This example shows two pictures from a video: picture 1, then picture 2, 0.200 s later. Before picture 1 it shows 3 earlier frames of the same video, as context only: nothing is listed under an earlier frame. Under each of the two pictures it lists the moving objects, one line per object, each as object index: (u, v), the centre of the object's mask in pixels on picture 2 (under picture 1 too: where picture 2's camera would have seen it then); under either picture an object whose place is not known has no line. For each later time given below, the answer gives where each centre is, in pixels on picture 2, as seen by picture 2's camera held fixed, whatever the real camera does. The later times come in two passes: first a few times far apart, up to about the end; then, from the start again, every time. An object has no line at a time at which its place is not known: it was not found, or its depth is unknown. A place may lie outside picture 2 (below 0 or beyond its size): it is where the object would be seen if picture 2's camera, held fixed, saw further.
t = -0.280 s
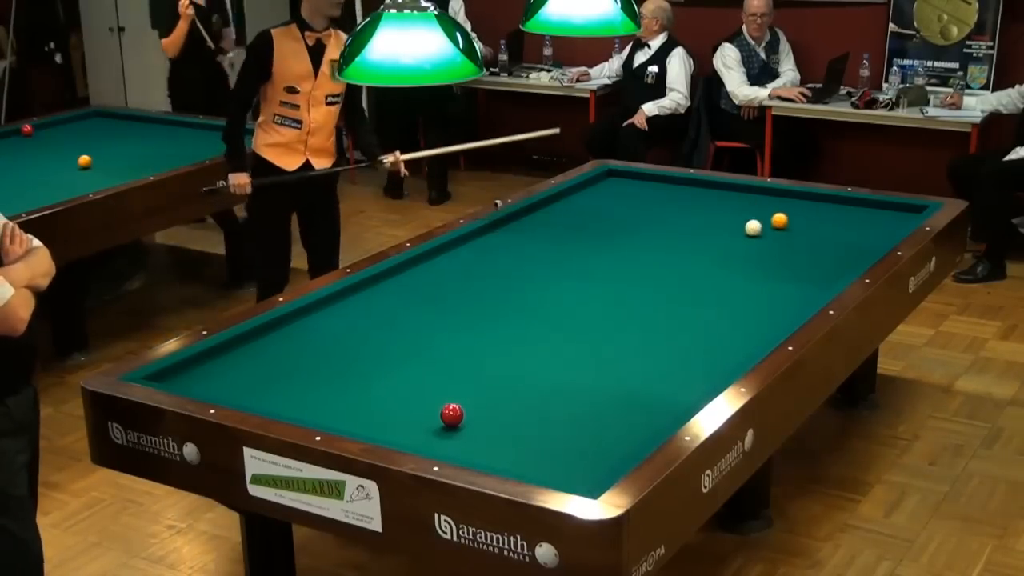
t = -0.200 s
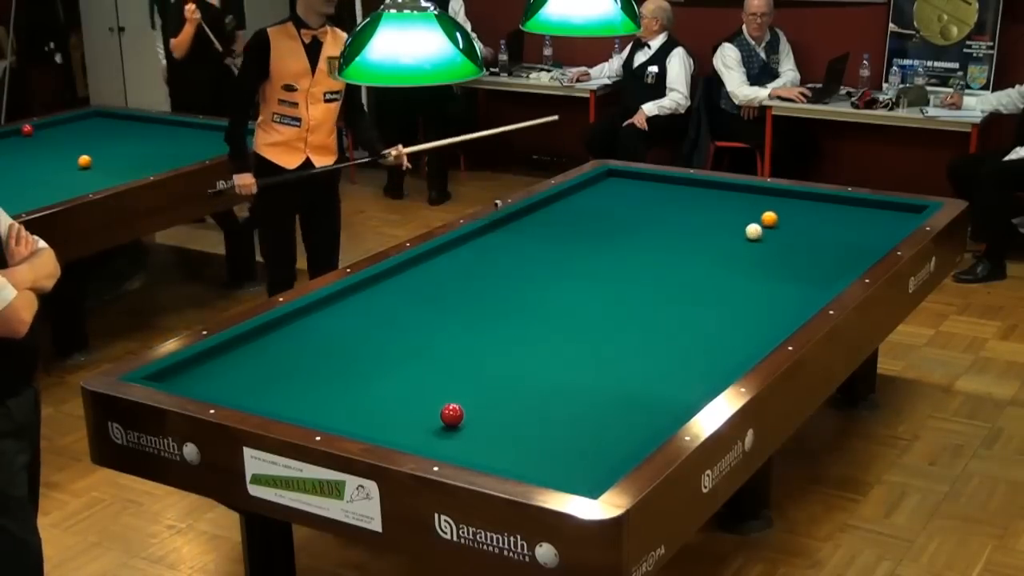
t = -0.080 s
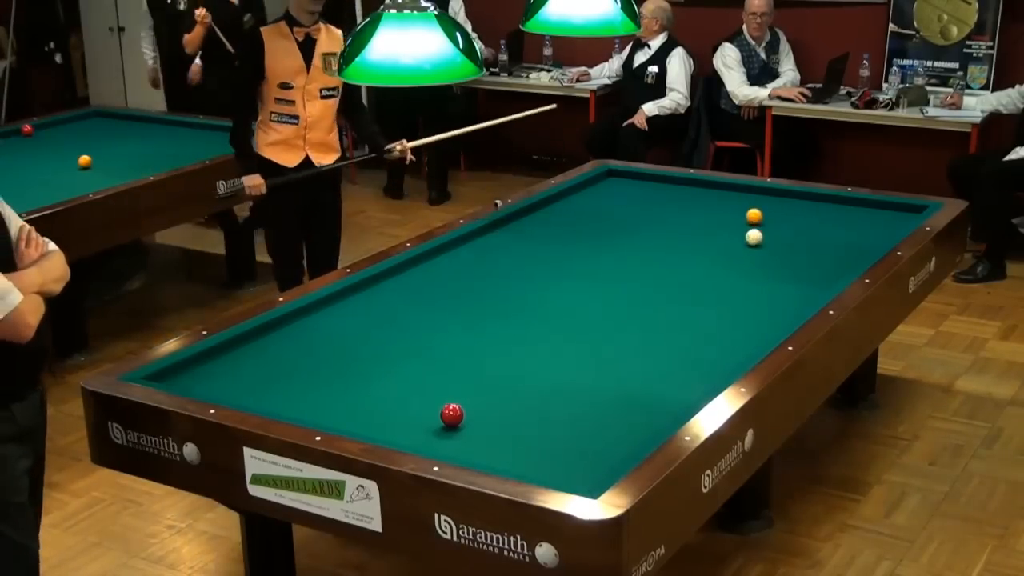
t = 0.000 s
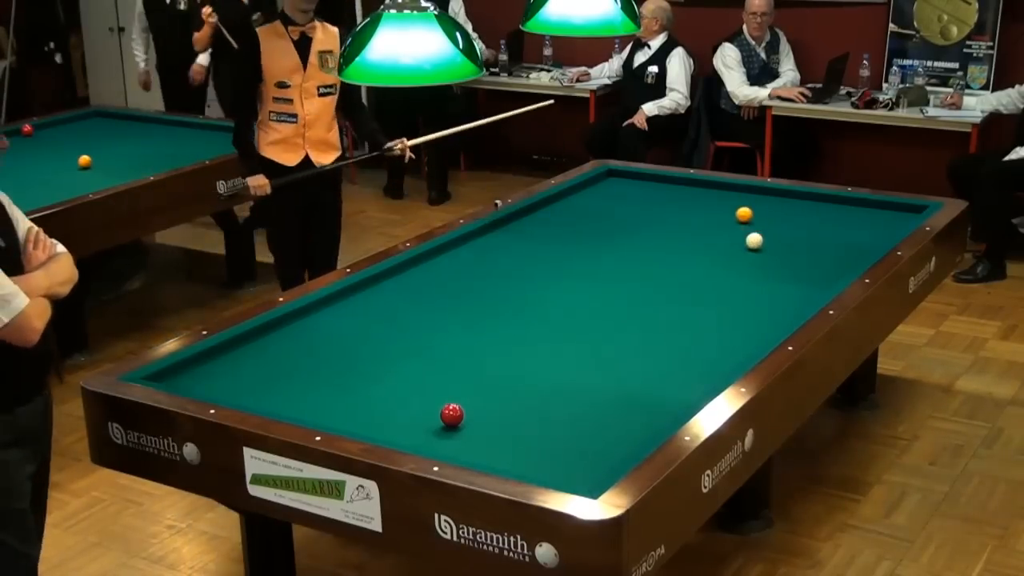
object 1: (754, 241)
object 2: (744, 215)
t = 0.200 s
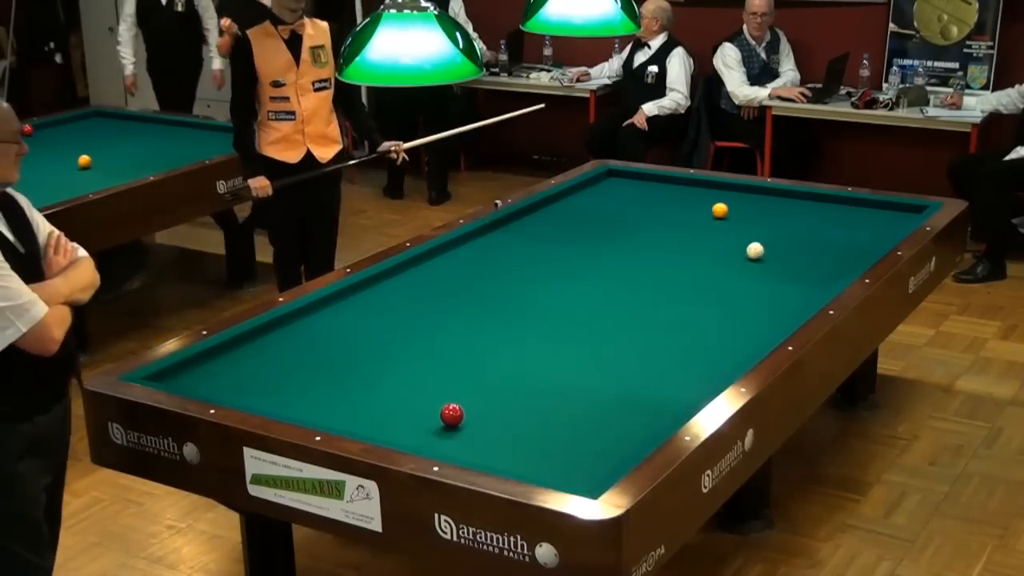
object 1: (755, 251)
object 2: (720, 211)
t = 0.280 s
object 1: (755, 255)
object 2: (711, 209)
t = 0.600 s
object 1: (756, 272)
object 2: (674, 203)
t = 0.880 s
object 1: (758, 287)
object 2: (645, 198)
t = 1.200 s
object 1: (759, 305)
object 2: (613, 192)
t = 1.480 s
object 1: (760, 321)
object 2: (587, 188)
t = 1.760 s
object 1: (760, 337)
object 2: (592, 188)
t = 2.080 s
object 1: (733, 350)
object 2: (610, 189)
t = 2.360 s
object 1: (708, 361)
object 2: (625, 191)
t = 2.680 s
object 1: (679, 373)
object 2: (641, 192)
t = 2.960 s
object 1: (654, 385)
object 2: (654, 193)
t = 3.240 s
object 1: (629, 395)
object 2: (667, 194)
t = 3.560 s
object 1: (601, 408)
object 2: (681, 195)
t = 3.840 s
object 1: (576, 419)
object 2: (692, 196)
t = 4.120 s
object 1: (551, 429)
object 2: (702, 198)
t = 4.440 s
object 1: (524, 441)
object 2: (713, 198)
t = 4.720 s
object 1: (500, 452)
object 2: (722, 199)
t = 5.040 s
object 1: (484, 455)
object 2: (730, 200)
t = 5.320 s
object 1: (488, 450)
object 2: (738, 200)
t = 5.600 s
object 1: (492, 443)
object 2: (744, 201)
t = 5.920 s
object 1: (497, 436)
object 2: (750, 202)
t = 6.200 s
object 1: (500, 431)
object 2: (754, 202)
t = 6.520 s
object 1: (504, 426)
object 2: (758, 202)
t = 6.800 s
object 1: (507, 423)
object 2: (761, 202)
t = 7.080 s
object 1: (509, 419)
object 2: (763, 203)
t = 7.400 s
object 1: (511, 417)
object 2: (764, 203)
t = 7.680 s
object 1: (513, 415)
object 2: (764, 203)
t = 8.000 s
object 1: (514, 413)
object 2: (764, 203)
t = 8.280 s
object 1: (515, 412)
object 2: (764, 203)
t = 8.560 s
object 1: (515, 412)
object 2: (764, 203)
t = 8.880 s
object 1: (515, 412)
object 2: (764, 203)
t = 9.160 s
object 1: (515, 412)
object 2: (764, 203)
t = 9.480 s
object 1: (515, 412)
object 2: (764, 203)
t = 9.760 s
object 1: (515, 412)
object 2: (764, 203)
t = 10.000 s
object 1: (515, 412)
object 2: (764, 203)
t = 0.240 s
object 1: (755, 253)
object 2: (715, 210)
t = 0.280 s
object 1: (755, 255)
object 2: (711, 209)
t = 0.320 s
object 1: (755, 257)
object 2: (706, 209)
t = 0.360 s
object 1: (756, 259)
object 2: (701, 208)
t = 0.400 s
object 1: (756, 261)
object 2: (696, 207)
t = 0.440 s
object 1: (756, 263)
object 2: (692, 206)
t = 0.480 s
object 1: (756, 266)
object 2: (687, 205)
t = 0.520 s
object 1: (756, 268)
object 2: (683, 205)
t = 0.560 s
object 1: (756, 270)
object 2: (679, 204)
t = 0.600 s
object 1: (756, 272)
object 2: (674, 203)
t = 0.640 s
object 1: (757, 274)
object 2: (670, 202)
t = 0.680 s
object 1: (757, 276)
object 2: (666, 202)
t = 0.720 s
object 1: (757, 278)
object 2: (662, 201)
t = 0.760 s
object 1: (757, 280)
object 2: (657, 200)
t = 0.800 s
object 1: (757, 282)
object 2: (653, 199)
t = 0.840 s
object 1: (757, 285)
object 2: (649, 199)
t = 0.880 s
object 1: (758, 287)
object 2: (645, 198)
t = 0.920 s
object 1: (758, 289)
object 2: (641, 197)
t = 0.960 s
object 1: (758, 291)
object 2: (637, 197)
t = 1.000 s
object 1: (758, 293)
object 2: (633, 196)
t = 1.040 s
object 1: (758, 296)
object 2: (629, 195)
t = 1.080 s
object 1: (758, 298)
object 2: (625, 195)
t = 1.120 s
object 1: (758, 300)
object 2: (621, 194)
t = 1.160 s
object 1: (759, 302)
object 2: (617, 193)
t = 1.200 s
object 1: (759, 305)
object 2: (613, 192)
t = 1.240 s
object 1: (759, 307)
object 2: (609, 192)
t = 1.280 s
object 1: (760, 309)
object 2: (606, 191)
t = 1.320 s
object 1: (760, 312)
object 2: (602, 190)
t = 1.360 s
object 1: (760, 314)
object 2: (598, 190)
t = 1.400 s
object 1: (760, 317)
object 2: (595, 189)
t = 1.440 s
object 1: (760, 319)
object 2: (591, 189)
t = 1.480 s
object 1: (760, 321)
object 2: (587, 188)
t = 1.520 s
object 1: (761, 323)
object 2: (584, 187)
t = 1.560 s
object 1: (761, 326)
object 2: (580, 187)
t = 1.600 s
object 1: (761, 328)
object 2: (582, 187)
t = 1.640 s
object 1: (761, 331)
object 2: (585, 187)
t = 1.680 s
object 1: (761, 333)
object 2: (587, 187)
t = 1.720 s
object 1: (761, 335)
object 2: (589, 187)
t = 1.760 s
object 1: (760, 337)
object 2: (592, 188)
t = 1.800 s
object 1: (757, 339)
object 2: (594, 188)
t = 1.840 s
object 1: (753, 340)
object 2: (596, 188)
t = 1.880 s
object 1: (750, 342)
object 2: (598, 188)
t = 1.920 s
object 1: (746, 344)
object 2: (600, 188)
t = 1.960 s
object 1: (743, 345)
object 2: (603, 189)
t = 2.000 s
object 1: (740, 347)
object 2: (605, 189)
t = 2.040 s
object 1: (736, 349)
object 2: (608, 189)
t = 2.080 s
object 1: (733, 350)
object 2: (610, 189)
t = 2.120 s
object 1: (729, 352)
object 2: (612, 189)
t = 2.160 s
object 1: (726, 354)
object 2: (614, 190)
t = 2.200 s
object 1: (722, 355)
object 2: (616, 190)
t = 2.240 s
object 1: (719, 357)
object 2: (618, 190)
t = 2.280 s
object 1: (715, 358)
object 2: (620, 190)
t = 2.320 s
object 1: (711, 360)
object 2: (622, 190)
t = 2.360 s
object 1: (708, 361)
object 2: (625, 191)
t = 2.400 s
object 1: (704, 363)
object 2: (627, 191)
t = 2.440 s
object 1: (701, 364)
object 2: (629, 191)
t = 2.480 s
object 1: (697, 366)
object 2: (631, 191)
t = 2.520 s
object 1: (694, 367)
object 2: (633, 191)
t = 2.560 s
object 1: (690, 369)
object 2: (635, 192)
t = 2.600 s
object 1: (686, 371)
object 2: (637, 192)
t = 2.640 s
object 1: (683, 372)
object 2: (639, 192)
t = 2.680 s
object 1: (679, 373)
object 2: (641, 192)
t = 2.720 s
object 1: (676, 375)
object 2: (643, 192)
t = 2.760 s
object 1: (672, 377)
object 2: (645, 192)
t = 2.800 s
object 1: (669, 379)
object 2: (647, 193)
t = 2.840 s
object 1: (665, 380)
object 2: (648, 193)
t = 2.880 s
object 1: (661, 381)
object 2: (650, 193)
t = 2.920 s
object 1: (658, 383)
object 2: (652, 193)
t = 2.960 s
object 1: (654, 385)
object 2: (654, 193)
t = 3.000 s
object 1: (651, 386)
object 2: (656, 194)
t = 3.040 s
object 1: (647, 388)
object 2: (658, 194)
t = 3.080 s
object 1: (643, 389)
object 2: (660, 194)
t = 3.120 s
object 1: (640, 391)
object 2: (662, 194)
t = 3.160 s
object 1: (636, 392)
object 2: (663, 194)
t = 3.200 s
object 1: (633, 394)
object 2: (665, 194)
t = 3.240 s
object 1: (629, 395)
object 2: (667, 194)
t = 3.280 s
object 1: (625, 397)
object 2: (669, 195)
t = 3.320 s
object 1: (622, 399)
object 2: (671, 195)
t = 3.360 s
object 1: (618, 400)
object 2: (672, 195)
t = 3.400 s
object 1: (615, 402)
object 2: (674, 195)
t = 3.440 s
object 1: (611, 403)
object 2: (676, 195)
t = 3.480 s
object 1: (608, 405)
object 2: (677, 195)
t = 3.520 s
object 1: (604, 406)
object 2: (679, 195)
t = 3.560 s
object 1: (601, 408)
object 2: (681, 195)
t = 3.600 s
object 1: (597, 409)
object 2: (682, 195)
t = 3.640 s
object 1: (594, 411)
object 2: (684, 196)
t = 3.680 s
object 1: (590, 413)
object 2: (685, 196)
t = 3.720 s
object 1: (587, 414)
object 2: (687, 196)
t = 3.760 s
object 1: (583, 416)
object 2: (689, 196)
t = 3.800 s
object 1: (580, 417)
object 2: (690, 196)
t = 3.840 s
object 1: (576, 419)
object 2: (692, 196)
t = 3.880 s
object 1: (573, 420)
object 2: (693, 197)
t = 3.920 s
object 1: (569, 422)
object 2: (695, 197)
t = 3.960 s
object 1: (565, 423)
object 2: (696, 197)
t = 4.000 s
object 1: (562, 425)
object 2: (698, 197)
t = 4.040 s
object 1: (558, 426)
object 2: (699, 197)
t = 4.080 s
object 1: (555, 428)
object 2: (701, 197)
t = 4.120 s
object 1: (551, 429)
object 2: (702, 198)
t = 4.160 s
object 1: (548, 431)
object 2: (703, 198)
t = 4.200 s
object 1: (544, 432)
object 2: (705, 198)
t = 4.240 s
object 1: (541, 434)
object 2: (706, 198)
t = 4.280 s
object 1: (537, 436)
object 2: (708, 198)
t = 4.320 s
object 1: (534, 437)
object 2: (709, 198)
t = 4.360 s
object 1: (530, 438)
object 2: (710, 198)
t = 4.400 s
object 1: (527, 440)
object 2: (712, 198)
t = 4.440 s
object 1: (524, 441)
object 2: (713, 198)
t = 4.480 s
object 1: (520, 443)
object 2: (714, 199)
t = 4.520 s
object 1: (517, 444)
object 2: (716, 198)
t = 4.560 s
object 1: (513, 446)
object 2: (717, 199)
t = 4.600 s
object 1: (510, 448)
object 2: (718, 199)
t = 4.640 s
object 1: (506, 449)
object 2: (719, 199)
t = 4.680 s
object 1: (503, 450)
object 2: (721, 199)
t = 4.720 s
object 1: (500, 452)
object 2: (722, 199)
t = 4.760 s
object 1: (496, 453)
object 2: (723, 199)
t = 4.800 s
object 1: (493, 454)
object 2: (724, 199)
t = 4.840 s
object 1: (490, 455)
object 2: (725, 199)
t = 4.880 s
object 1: (486, 456)
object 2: (726, 199)
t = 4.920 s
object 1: (483, 457)
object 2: (728, 200)
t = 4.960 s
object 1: (482, 456)
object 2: (728, 200)
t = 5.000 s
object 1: (483, 456)
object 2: (730, 200)
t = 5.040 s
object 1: (484, 455)
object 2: (730, 200)
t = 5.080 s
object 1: (484, 454)
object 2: (732, 200)
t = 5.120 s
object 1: (485, 453)
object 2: (733, 200)
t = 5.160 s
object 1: (486, 453)
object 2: (734, 200)
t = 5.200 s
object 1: (486, 452)
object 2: (735, 200)
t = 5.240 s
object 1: (487, 452)
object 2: (736, 200)
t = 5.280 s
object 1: (488, 451)
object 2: (737, 200)
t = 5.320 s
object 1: (488, 450)
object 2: (738, 200)
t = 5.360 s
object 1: (489, 449)
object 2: (738, 200)
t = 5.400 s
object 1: (489, 448)
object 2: (739, 200)
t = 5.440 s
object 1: (490, 447)
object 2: (740, 201)
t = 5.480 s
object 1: (490, 446)
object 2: (741, 201)
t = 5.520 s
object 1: (491, 445)
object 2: (742, 201)
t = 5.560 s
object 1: (492, 444)
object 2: (743, 201)
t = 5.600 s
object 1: (492, 443)
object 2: (744, 201)
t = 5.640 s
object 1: (493, 442)
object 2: (745, 201)
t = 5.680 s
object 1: (493, 441)
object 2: (746, 201)
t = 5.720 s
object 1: (494, 440)
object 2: (746, 201)
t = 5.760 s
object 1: (494, 440)
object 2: (747, 201)
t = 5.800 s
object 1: (495, 439)
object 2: (748, 201)
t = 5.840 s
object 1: (495, 438)
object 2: (748, 201)
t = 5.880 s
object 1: (496, 437)
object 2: (749, 202)
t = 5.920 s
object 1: (497, 436)
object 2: (750, 202)
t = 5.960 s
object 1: (497, 436)
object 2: (751, 202)
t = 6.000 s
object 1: (498, 435)
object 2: (751, 202)
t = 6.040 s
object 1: (499, 434)
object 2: (752, 202)
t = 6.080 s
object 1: (499, 433)
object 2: (753, 202)
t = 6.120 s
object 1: (499, 433)
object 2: (753, 202)
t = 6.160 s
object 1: (500, 432)
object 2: (754, 202)
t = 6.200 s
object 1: (500, 431)
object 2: (754, 202)
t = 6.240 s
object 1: (501, 431)
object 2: (755, 202)
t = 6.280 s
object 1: (501, 430)
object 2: (755, 202)
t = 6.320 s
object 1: (502, 429)
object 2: (756, 202)
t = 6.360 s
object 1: (502, 429)
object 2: (757, 202)
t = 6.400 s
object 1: (503, 428)
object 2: (757, 202)
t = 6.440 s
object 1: (503, 428)
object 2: (758, 202)
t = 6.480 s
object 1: (504, 427)
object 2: (758, 202)
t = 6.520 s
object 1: (504, 426)
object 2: (758, 202)
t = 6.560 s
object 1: (505, 426)
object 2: (759, 202)
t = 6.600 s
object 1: (505, 425)
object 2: (759, 202)
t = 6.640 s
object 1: (505, 425)
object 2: (759, 202)
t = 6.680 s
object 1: (506, 424)
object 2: (760, 202)
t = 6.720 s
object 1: (506, 423)
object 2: (760, 202)
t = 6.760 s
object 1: (506, 423)
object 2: (760, 202)
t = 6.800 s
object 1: (507, 423)
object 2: (761, 202)
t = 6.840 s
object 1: (507, 422)
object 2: (761, 202)
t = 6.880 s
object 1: (508, 422)
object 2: (761, 203)
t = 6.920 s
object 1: (508, 421)
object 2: (762, 203)
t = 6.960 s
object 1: (508, 421)
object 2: (762, 203)
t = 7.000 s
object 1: (509, 420)
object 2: (762, 203)
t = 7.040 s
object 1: (509, 420)
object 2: (762, 203)
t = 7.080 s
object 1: (509, 419)
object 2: (763, 203)
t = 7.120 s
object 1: (509, 419)
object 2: (763, 203)
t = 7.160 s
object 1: (510, 419)
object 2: (763, 203)
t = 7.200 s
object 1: (510, 418)
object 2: (763, 203)
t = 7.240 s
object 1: (510, 418)
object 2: (763, 203)
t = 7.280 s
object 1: (511, 418)
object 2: (763, 203)
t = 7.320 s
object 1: (511, 417)
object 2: (763, 203)
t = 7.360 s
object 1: (511, 417)
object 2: (763, 203)
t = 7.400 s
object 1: (511, 417)
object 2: (764, 203)
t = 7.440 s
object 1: (512, 416)
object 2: (764, 203)
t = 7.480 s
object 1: (512, 416)
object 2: (764, 203)
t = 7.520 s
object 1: (512, 416)
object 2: (764, 203)
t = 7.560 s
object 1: (512, 416)
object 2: (764, 203)
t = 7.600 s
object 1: (513, 415)
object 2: (764, 203)
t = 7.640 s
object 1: (513, 415)
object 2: (764, 203)
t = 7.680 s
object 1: (513, 415)
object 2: (764, 203)
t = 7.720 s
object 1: (513, 414)
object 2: (764, 203)
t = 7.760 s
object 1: (513, 414)
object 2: (764, 203)
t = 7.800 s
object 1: (513, 414)
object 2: (764, 203)
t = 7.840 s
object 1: (513, 414)
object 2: (764, 203)
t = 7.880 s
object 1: (514, 414)
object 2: (764, 203)
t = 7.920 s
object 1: (514, 413)
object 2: (764, 203)
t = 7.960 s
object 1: (514, 413)
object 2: (764, 203)
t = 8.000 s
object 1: (514, 413)
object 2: (764, 203)
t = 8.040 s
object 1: (514, 413)
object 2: (764, 203)
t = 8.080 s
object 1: (514, 413)
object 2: (764, 203)
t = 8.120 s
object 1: (515, 413)
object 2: (764, 203)
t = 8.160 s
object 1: (515, 413)
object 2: (764, 203)
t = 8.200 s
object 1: (515, 413)
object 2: (764, 203)
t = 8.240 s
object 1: (515, 412)
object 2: (764, 203)
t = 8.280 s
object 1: (515, 412)
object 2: (764, 203)
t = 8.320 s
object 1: (515, 412)
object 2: (764, 203)
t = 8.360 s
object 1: (515, 412)
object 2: (764, 203)
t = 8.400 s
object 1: (515, 412)
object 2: (764, 203)
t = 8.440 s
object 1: (515, 412)
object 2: (764, 203)
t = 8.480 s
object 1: (515, 412)
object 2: (764, 203)
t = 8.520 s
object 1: (515, 412)
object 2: (764, 203)
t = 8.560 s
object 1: (515, 412)
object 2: (764, 203)
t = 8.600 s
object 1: (515, 412)
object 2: (764, 203)
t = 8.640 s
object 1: (515, 412)
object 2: (764, 203)
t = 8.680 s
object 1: (515, 412)
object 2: (764, 203)
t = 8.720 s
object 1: (515, 412)
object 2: (764, 203)
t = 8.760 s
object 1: (515, 412)
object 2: (764, 203)
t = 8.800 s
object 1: (515, 412)
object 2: (764, 203)
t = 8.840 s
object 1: (515, 412)
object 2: (764, 203)
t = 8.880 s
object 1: (515, 412)
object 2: (764, 203)
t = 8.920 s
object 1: (515, 412)
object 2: (764, 203)
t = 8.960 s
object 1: (515, 412)
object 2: (764, 203)
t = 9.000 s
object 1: (515, 412)
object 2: (764, 203)
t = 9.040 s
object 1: (515, 412)
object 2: (764, 203)
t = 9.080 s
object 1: (515, 412)
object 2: (764, 203)
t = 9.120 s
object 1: (515, 412)
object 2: (764, 203)
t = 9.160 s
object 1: (515, 412)
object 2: (764, 203)
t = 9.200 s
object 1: (515, 412)
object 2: (764, 203)
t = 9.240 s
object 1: (515, 412)
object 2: (764, 203)
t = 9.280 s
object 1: (515, 412)
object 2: (764, 203)
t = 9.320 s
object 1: (515, 412)
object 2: (764, 203)
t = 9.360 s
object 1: (515, 412)
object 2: (764, 203)
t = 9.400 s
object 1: (515, 412)
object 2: (764, 203)
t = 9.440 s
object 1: (515, 412)
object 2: (764, 203)
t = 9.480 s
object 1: (515, 412)
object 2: (764, 203)
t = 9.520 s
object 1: (515, 412)
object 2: (764, 203)
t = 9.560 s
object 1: (515, 412)
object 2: (764, 203)
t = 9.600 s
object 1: (515, 412)
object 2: (764, 203)
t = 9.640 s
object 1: (515, 412)
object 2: (764, 203)
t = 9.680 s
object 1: (515, 412)
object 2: (764, 203)
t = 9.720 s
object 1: (515, 412)
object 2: (764, 203)
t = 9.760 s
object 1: (515, 412)
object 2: (764, 203)
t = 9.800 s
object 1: (515, 412)
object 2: (764, 203)
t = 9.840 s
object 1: (515, 412)
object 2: (764, 203)
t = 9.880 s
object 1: (515, 412)
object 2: (764, 203)
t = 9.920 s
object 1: (515, 412)
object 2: (764, 203)
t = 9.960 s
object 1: (515, 412)
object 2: (764, 203)
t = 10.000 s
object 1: (515, 412)
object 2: (764, 203)
